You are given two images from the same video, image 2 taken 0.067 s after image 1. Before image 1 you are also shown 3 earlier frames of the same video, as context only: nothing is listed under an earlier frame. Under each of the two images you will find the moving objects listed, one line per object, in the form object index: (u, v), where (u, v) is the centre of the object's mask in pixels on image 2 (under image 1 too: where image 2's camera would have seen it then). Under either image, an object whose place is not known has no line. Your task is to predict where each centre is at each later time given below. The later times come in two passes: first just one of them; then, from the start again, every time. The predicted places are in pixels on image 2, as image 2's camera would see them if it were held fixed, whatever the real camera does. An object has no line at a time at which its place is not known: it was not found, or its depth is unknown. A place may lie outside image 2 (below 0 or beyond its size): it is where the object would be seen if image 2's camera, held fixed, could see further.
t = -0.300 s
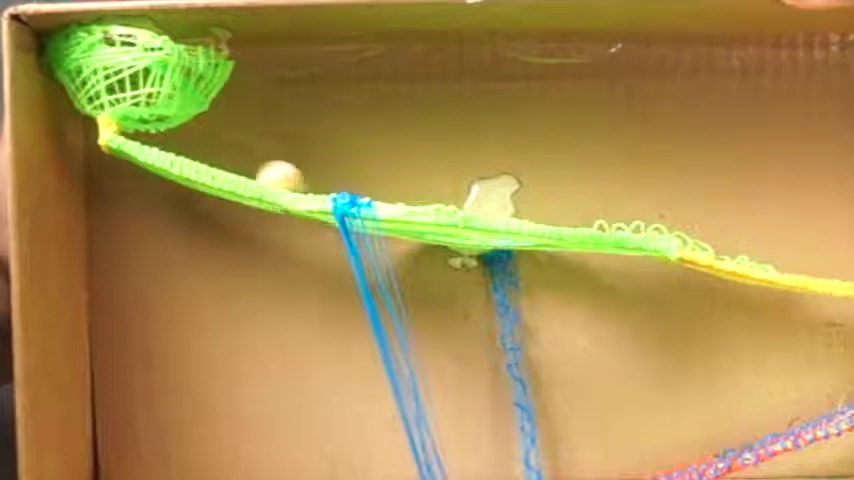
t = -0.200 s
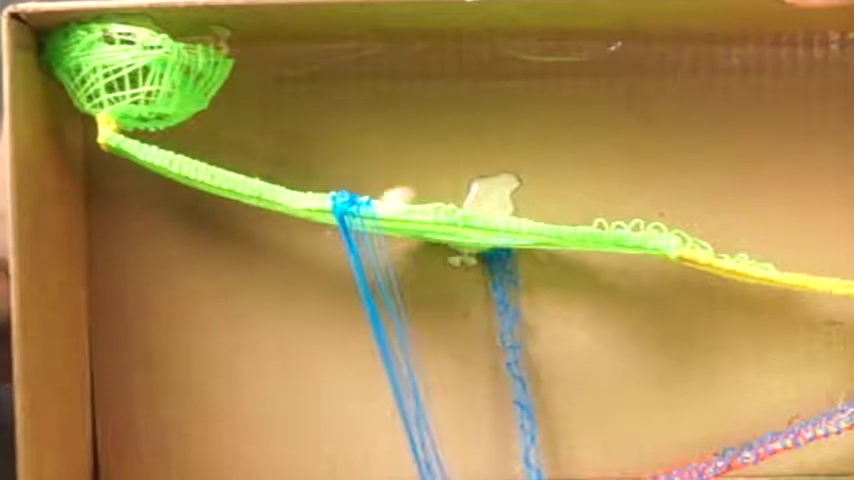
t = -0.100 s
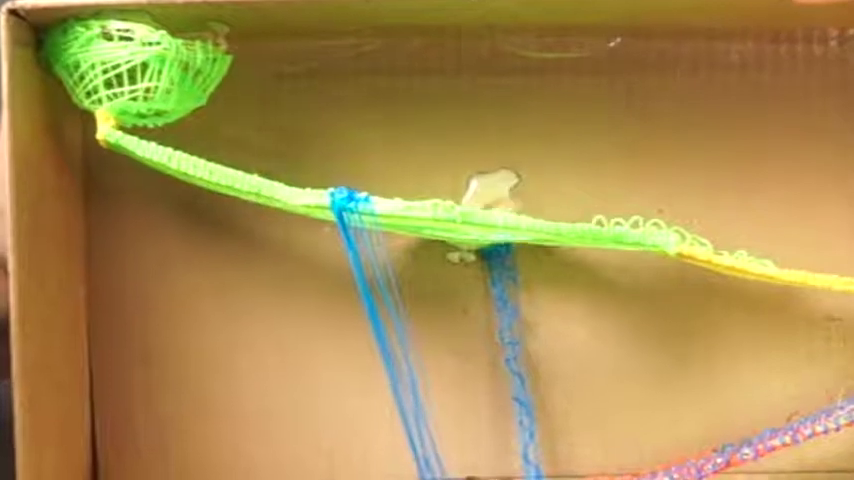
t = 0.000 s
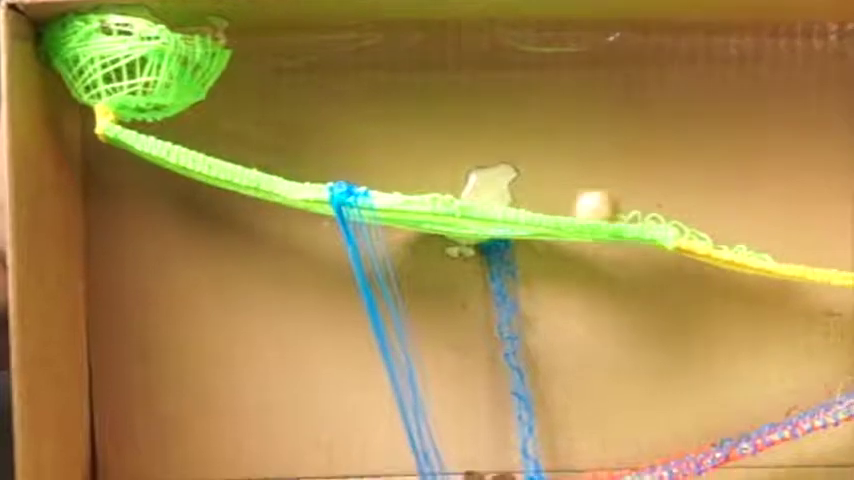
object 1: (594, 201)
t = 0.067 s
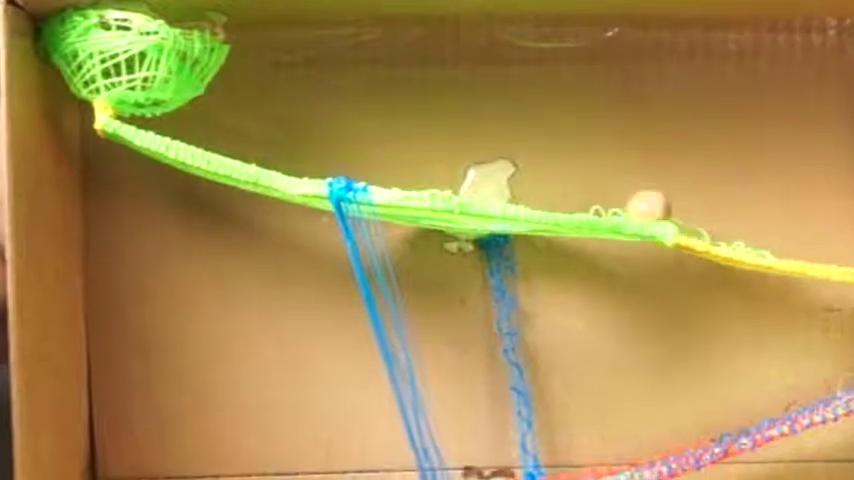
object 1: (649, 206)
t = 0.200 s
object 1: (775, 240)
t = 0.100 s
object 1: (677, 209)
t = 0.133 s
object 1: (702, 225)
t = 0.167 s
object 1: (732, 236)
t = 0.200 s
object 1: (775, 240)
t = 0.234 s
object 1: (812, 249)
